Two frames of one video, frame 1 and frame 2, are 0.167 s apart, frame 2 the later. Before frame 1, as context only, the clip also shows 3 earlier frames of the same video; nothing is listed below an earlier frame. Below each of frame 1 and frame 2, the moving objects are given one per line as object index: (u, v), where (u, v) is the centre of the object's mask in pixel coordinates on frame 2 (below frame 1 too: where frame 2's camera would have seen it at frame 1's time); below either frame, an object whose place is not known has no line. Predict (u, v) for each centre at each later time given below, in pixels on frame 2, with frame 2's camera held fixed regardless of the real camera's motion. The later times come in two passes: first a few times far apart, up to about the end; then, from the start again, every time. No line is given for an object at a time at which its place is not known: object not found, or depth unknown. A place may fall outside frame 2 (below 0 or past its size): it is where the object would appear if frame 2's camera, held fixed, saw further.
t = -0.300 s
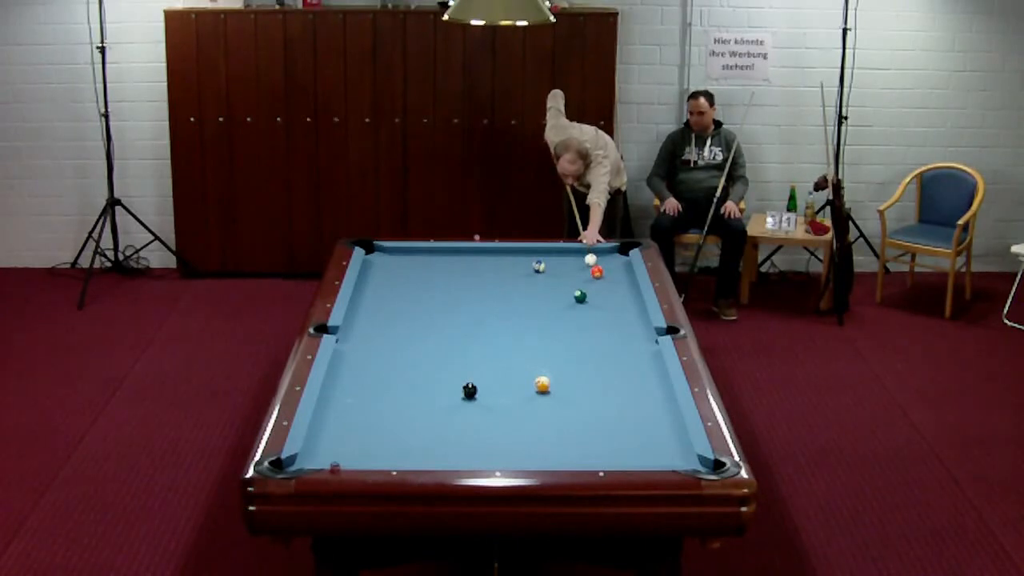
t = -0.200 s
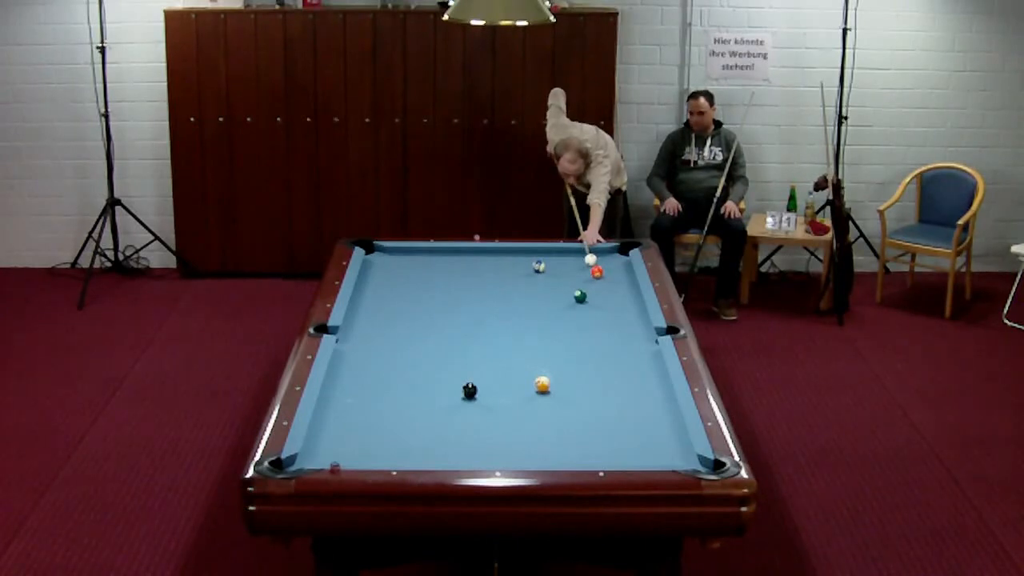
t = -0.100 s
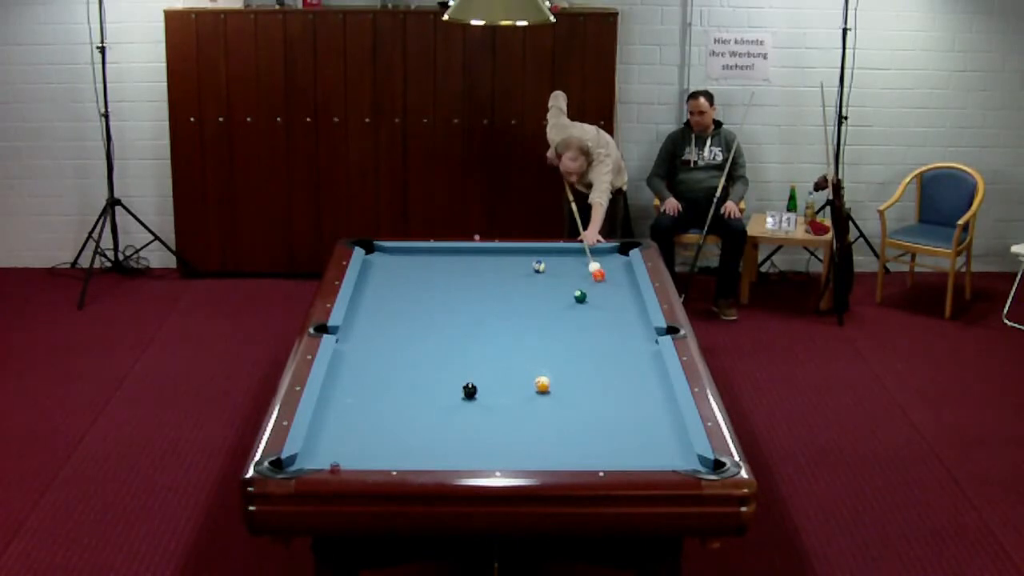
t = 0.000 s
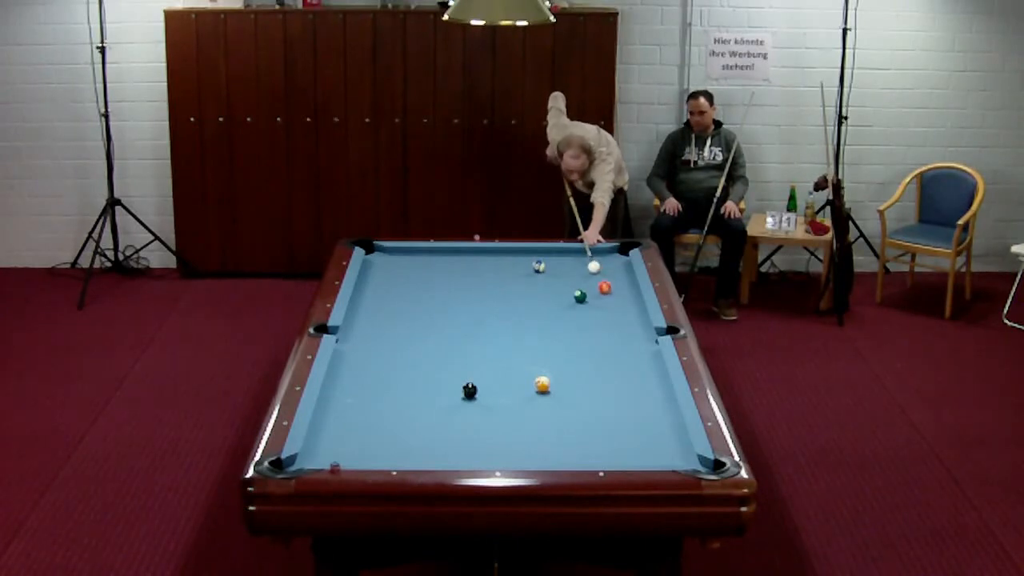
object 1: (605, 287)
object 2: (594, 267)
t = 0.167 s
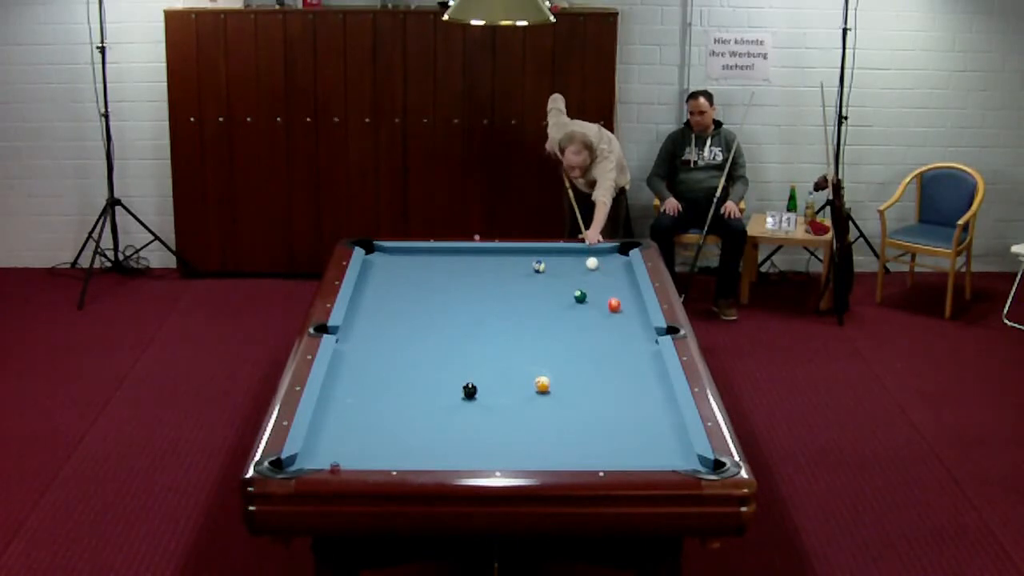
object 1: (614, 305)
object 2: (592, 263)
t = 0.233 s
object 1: (618, 312)
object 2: (591, 261)
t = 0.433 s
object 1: (630, 336)
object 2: (589, 257)
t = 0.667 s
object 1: (646, 366)
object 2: (587, 252)
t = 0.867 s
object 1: (661, 394)
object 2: (586, 250)
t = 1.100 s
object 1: (679, 431)
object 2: (585, 252)
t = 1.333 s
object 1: (689, 463)
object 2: (585, 254)
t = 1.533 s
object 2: (585, 256)
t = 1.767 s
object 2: (584, 258)
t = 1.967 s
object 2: (583, 259)
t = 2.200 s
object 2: (583, 260)
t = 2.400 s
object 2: (582, 262)
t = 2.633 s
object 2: (582, 262)
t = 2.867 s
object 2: (582, 263)
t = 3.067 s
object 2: (582, 263)
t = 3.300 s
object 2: (582, 263)
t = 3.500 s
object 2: (582, 263)
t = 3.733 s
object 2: (582, 264)
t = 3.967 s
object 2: (582, 264)
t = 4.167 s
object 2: (582, 264)
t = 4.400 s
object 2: (582, 264)
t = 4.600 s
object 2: (582, 264)
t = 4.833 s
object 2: (582, 264)
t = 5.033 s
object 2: (582, 264)
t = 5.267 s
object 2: (582, 263)
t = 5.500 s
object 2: (582, 264)
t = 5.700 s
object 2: (582, 264)
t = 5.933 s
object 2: (582, 264)
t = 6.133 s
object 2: (582, 264)
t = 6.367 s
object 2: (582, 264)
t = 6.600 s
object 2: (582, 263)
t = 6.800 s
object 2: (582, 264)
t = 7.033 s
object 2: (582, 264)
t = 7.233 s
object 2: (582, 264)
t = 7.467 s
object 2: (582, 264)
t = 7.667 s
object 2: (582, 264)
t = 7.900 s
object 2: (582, 264)
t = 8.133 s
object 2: (582, 264)
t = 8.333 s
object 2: (582, 264)
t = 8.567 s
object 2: (582, 263)
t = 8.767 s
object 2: (582, 264)
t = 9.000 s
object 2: (582, 264)
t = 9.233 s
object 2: (582, 263)
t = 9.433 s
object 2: (582, 264)
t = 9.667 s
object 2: (582, 264)
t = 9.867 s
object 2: (582, 264)
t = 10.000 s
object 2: (582, 264)
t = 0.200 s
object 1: (616, 309)
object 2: (592, 262)
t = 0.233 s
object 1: (618, 312)
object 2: (591, 261)
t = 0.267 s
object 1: (620, 316)
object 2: (591, 261)
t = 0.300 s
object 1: (622, 320)
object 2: (591, 260)
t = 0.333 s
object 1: (624, 324)
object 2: (590, 259)
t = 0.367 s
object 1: (626, 328)
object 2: (590, 259)
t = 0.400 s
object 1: (628, 332)
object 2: (590, 258)
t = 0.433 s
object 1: (630, 336)
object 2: (589, 257)
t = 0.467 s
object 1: (632, 340)
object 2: (589, 256)
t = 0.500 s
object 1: (634, 344)
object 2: (589, 256)
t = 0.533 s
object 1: (636, 348)
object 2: (588, 255)
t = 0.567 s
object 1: (639, 353)
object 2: (588, 255)
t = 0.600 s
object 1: (641, 357)
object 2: (588, 254)
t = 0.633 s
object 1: (644, 361)
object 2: (587, 253)
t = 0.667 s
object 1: (646, 366)
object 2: (587, 252)
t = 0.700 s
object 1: (648, 371)
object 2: (587, 252)
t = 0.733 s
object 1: (651, 375)
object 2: (586, 251)
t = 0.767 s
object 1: (653, 380)
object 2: (586, 251)
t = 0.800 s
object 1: (655, 384)
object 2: (586, 250)
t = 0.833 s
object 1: (658, 389)
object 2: (586, 250)
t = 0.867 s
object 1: (661, 394)
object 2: (586, 250)
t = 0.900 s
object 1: (663, 400)
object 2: (586, 250)
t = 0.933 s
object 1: (666, 405)
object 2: (586, 251)
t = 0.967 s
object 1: (669, 410)
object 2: (586, 251)
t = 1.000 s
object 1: (671, 415)
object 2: (585, 251)
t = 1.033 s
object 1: (674, 420)
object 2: (585, 251)
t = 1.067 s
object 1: (677, 425)
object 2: (585, 252)
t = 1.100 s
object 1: (679, 431)
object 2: (585, 252)
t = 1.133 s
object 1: (680, 436)
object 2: (585, 252)
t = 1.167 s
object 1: (681, 442)
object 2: (585, 253)
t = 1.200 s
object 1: (682, 447)
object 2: (585, 253)
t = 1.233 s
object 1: (683, 453)
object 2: (585, 253)
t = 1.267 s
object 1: (684, 457)
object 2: (585, 253)
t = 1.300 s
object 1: (686, 461)
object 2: (585, 254)
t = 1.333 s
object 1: (689, 463)
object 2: (585, 254)
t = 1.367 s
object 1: (697, 464)
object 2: (585, 255)
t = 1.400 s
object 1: (705, 466)
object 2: (585, 255)
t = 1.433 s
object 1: (710, 469)
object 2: (585, 255)
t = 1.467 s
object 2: (585, 255)
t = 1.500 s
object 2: (585, 256)
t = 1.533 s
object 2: (585, 256)
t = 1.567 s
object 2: (584, 256)
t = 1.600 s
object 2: (584, 256)
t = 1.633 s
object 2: (584, 257)
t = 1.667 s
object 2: (584, 257)
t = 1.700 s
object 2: (584, 257)
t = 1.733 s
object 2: (584, 258)
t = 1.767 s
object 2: (584, 258)
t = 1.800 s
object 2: (584, 258)
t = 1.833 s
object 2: (583, 258)
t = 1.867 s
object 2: (583, 259)
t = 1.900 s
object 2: (583, 259)
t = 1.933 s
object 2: (583, 259)
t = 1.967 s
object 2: (583, 259)
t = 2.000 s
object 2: (583, 259)
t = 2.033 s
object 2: (583, 259)
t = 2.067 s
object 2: (583, 260)
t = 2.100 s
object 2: (583, 260)
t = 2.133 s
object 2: (583, 260)
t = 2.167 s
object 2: (583, 260)
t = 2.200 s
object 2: (583, 260)
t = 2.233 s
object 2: (582, 261)
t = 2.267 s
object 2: (582, 261)
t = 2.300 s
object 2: (582, 261)
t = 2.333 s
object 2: (582, 261)
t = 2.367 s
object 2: (582, 261)
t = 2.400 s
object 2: (582, 262)
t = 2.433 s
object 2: (582, 262)
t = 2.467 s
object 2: (582, 262)
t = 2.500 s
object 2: (582, 262)
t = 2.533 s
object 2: (582, 262)
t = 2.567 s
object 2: (582, 262)
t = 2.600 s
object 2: (582, 262)
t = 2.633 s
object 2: (582, 262)
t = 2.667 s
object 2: (582, 262)
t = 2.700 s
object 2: (582, 262)
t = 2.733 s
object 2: (582, 263)
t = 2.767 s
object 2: (582, 263)
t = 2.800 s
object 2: (582, 263)
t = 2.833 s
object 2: (582, 263)
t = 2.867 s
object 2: (582, 263)
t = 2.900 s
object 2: (582, 263)
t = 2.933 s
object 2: (582, 263)
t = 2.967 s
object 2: (582, 263)
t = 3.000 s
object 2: (582, 263)
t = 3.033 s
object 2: (582, 263)
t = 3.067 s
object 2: (582, 263)
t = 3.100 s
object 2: (582, 263)
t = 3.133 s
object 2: (582, 263)
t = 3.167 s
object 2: (582, 263)
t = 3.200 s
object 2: (582, 263)
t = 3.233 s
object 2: (582, 263)
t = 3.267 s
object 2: (582, 263)
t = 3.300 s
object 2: (582, 263)
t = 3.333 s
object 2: (582, 263)
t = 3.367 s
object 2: (582, 263)
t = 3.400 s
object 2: (582, 263)
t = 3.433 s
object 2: (582, 263)
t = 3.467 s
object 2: (582, 263)
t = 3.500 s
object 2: (582, 263)
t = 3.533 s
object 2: (582, 263)
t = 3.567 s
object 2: (582, 264)
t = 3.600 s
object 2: (582, 264)
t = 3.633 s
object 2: (582, 264)
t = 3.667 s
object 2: (582, 264)
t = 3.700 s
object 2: (582, 264)
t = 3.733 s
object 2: (582, 264)
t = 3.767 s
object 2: (582, 263)
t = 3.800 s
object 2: (582, 263)
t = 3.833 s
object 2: (582, 263)
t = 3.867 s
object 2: (582, 263)
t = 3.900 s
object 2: (582, 264)
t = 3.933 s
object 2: (582, 264)
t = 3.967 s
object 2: (582, 264)
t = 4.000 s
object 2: (582, 264)
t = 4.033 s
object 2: (582, 264)
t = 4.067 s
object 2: (582, 264)
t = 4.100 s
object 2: (582, 264)
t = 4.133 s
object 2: (582, 264)
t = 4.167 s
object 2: (582, 264)
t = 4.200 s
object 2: (582, 264)
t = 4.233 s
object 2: (582, 264)
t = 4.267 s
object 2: (582, 263)
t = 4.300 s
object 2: (582, 264)
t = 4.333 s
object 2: (582, 264)
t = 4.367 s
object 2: (582, 264)
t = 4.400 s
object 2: (582, 264)
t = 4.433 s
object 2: (582, 264)
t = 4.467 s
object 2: (582, 264)
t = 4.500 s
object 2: (582, 264)
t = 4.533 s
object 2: (582, 264)
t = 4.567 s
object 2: (582, 264)
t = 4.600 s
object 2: (582, 264)
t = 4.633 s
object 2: (582, 264)
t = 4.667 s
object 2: (582, 264)
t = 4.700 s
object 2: (582, 264)
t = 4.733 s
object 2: (582, 264)
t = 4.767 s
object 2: (582, 264)
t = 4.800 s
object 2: (582, 264)
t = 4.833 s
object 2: (582, 264)
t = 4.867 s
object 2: (582, 264)
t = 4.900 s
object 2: (582, 264)
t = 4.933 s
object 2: (582, 264)
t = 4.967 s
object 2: (582, 264)
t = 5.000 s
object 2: (582, 264)
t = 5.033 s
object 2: (582, 264)
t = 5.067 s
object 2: (582, 264)
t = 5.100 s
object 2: (582, 263)
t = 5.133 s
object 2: (582, 264)
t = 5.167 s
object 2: (582, 264)
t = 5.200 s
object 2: (582, 264)
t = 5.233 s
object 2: (582, 264)
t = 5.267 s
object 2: (582, 263)
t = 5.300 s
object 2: (582, 263)
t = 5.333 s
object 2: (582, 263)
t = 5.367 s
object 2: (582, 264)
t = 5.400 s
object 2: (582, 263)
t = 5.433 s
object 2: (582, 264)
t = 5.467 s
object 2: (582, 263)
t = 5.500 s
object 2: (582, 264)
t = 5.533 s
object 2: (582, 263)
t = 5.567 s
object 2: (582, 263)
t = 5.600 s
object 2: (582, 264)
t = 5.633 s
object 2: (582, 264)
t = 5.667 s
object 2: (582, 264)
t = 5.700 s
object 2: (582, 264)
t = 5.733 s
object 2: (582, 264)
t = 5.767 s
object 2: (582, 264)
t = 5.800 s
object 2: (582, 264)
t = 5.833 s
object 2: (582, 264)
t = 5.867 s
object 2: (582, 264)
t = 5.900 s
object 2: (582, 264)
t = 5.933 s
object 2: (582, 264)
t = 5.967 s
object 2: (582, 264)
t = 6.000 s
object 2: (582, 264)
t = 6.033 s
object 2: (582, 264)
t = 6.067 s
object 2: (582, 264)
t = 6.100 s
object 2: (582, 264)
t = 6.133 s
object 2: (582, 264)
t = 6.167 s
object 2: (582, 264)
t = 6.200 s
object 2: (582, 264)
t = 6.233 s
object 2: (582, 264)
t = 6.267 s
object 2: (582, 264)
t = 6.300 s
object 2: (582, 263)
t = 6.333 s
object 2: (582, 264)
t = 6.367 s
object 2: (582, 264)
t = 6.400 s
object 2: (582, 264)
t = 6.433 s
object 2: (582, 264)
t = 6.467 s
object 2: (582, 264)
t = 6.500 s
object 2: (582, 264)
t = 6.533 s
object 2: (582, 264)
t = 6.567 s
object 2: (582, 263)
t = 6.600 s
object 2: (582, 263)
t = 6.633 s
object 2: (582, 263)
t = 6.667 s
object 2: (582, 263)
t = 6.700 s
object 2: (582, 264)
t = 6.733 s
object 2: (582, 264)
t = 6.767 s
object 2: (582, 263)
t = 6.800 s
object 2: (582, 264)
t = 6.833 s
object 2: (582, 264)
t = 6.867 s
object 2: (582, 264)
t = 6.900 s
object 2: (582, 264)
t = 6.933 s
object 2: (582, 264)
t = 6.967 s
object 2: (582, 264)
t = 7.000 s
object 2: (582, 264)
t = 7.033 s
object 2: (582, 264)
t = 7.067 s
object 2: (582, 264)
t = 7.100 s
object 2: (582, 264)
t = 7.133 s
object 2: (582, 264)
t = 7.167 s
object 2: (582, 264)
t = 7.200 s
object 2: (582, 264)
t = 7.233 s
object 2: (582, 264)
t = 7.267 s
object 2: (582, 264)
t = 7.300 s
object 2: (582, 264)
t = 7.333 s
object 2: (582, 264)
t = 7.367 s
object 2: (582, 264)
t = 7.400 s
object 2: (582, 264)
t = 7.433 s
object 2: (582, 264)
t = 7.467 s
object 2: (582, 264)
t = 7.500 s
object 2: (582, 264)
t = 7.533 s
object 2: (582, 264)
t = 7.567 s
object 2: (582, 264)
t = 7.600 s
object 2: (582, 264)
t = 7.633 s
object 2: (582, 264)
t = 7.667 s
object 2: (582, 264)
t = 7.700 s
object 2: (582, 264)
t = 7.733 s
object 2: (582, 263)
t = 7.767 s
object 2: (582, 263)
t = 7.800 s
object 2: (582, 263)
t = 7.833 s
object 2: (582, 263)
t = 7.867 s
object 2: (582, 264)
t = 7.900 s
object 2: (582, 264)
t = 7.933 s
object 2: (582, 264)
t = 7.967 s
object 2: (582, 264)
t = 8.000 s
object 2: (582, 264)
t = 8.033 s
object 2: (582, 264)
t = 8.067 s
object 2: (582, 264)
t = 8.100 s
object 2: (582, 264)
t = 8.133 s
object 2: (582, 264)
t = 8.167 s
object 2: (582, 264)
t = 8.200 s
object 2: (582, 264)
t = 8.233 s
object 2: (582, 264)
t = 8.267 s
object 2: (582, 264)
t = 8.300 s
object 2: (582, 264)
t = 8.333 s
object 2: (582, 264)
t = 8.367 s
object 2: (582, 264)
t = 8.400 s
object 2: (582, 264)
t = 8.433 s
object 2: (582, 264)
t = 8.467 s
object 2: (582, 263)
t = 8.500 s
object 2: (582, 263)
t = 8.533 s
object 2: (582, 263)
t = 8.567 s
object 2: (582, 263)
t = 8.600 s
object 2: (582, 263)
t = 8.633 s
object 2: (582, 263)
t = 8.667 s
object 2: (582, 264)
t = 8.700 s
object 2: (582, 263)
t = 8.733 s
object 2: (582, 263)
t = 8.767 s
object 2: (582, 264)
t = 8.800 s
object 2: (582, 263)
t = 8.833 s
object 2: (582, 264)
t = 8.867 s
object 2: (582, 264)
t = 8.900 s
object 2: (582, 264)
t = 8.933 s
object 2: (582, 264)
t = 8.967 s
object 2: (582, 264)
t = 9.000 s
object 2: (582, 264)
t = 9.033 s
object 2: (582, 264)
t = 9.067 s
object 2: (582, 264)
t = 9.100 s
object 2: (582, 264)
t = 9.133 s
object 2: (582, 264)
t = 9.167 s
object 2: (582, 264)
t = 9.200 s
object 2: (582, 264)
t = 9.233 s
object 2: (582, 263)
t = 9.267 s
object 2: (582, 263)
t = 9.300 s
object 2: (582, 264)
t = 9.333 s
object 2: (582, 264)
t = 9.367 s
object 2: (582, 264)
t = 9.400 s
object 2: (582, 264)
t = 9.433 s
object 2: (582, 264)
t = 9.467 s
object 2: (582, 264)
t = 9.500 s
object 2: (582, 264)
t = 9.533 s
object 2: (582, 264)
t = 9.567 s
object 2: (582, 264)
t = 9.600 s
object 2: (582, 264)
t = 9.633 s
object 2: (582, 264)
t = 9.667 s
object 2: (582, 264)
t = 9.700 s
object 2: (582, 264)
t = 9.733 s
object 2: (582, 264)
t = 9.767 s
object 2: (582, 264)
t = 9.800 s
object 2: (582, 263)
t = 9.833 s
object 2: (582, 264)
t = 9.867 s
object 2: (582, 264)
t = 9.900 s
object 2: (582, 264)
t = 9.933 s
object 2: (582, 264)
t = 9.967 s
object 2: (582, 264)
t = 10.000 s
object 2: (582, 264)
